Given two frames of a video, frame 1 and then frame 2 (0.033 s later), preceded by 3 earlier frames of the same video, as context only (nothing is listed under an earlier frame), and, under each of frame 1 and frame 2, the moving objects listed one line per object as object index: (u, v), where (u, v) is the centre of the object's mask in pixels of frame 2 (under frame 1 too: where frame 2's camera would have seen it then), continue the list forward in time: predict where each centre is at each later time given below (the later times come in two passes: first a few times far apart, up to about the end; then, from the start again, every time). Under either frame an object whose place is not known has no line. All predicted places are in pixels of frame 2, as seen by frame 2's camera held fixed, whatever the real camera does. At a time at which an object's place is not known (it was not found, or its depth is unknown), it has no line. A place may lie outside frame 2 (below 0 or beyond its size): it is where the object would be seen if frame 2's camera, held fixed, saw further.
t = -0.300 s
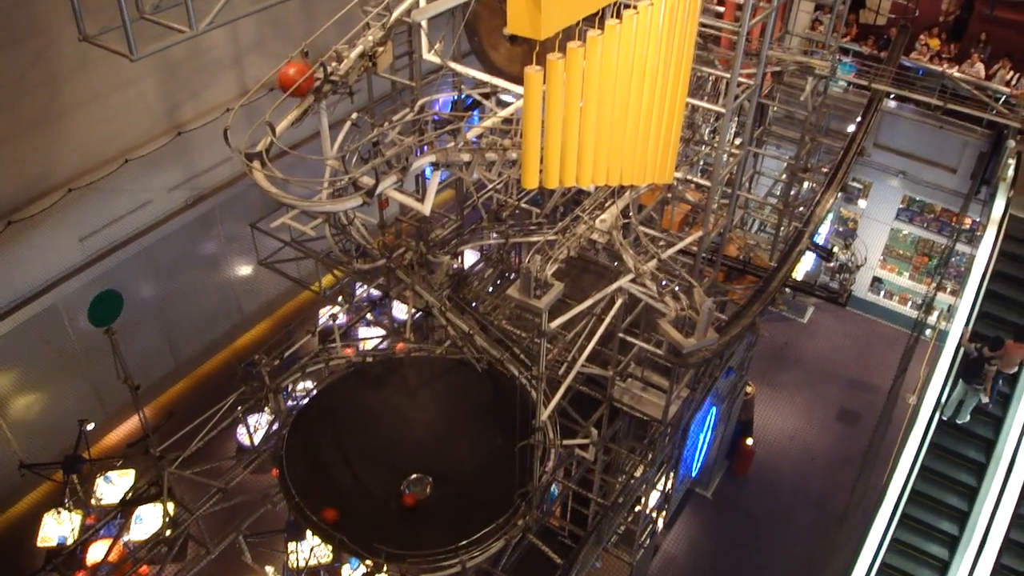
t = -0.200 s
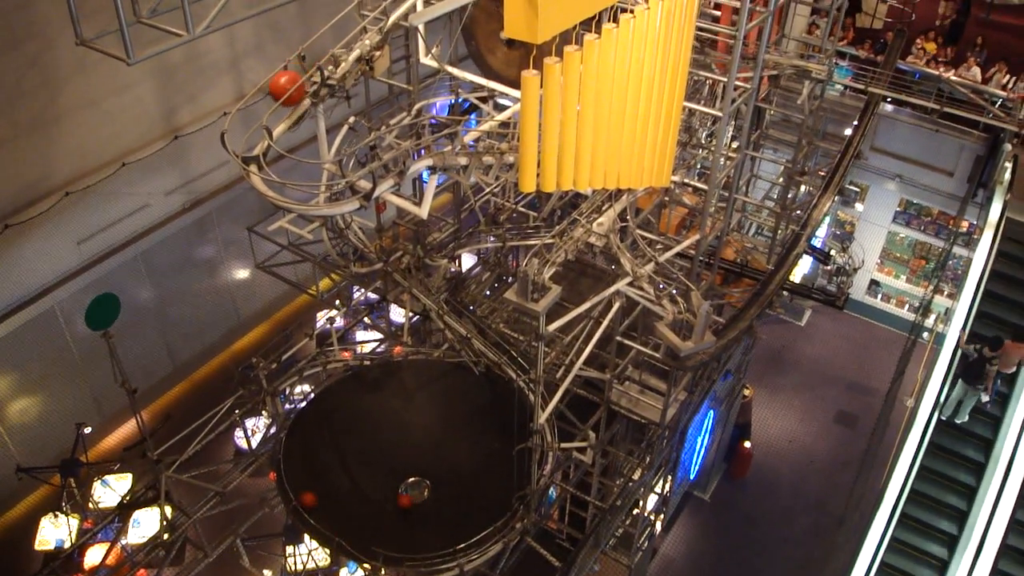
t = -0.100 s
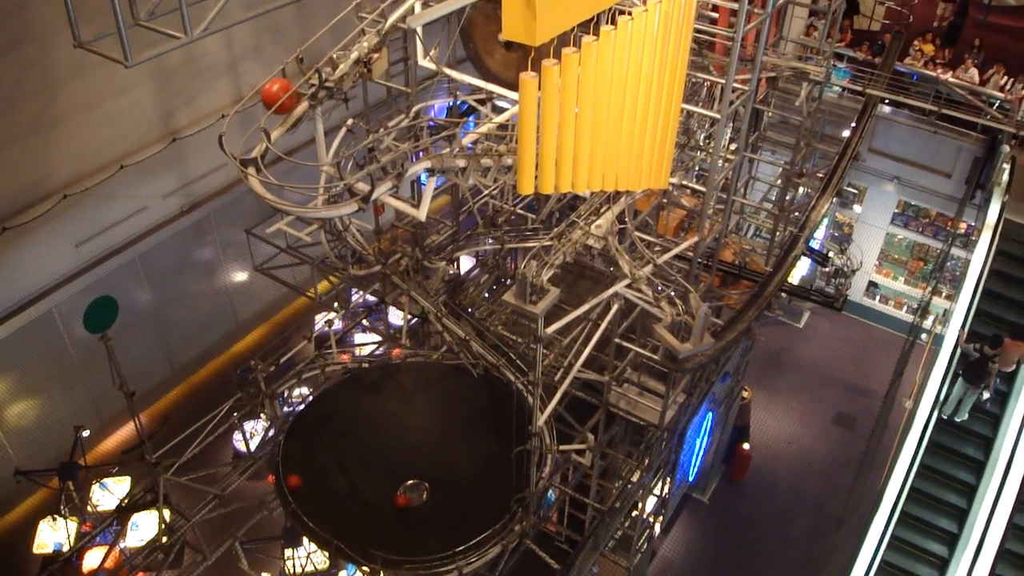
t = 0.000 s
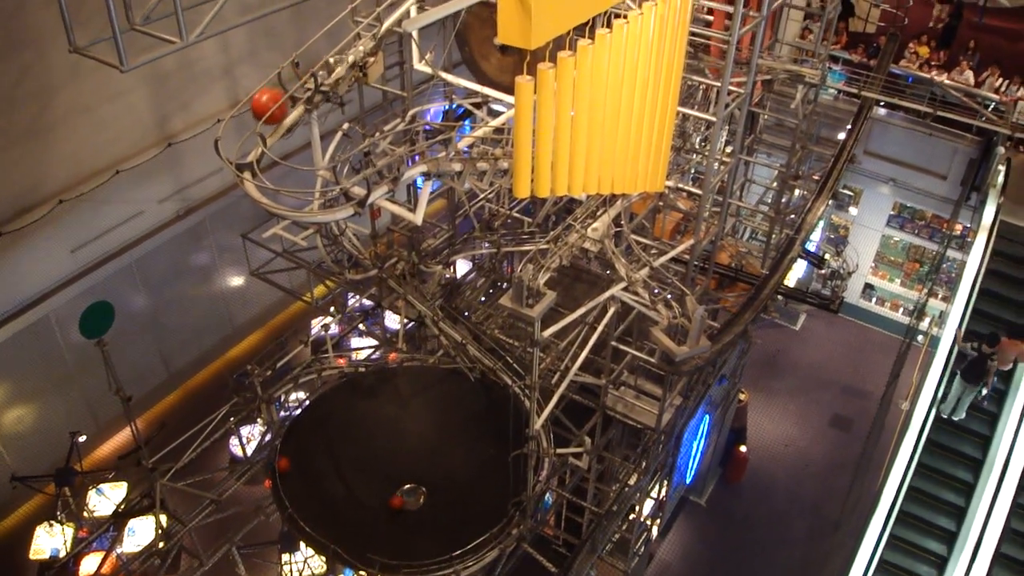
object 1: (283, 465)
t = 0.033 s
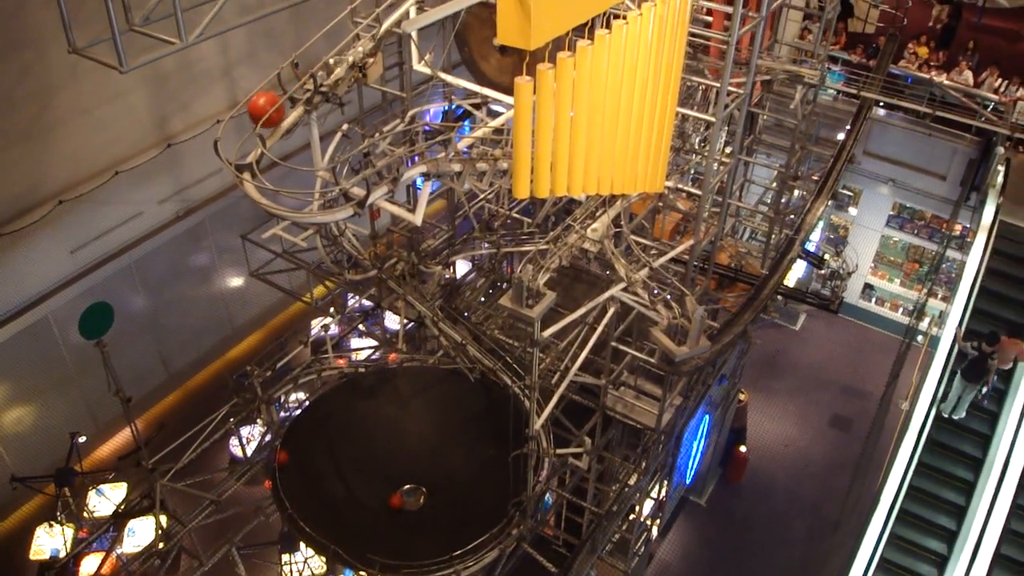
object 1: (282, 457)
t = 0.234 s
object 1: (301, 431)
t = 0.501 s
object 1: (346, 407)
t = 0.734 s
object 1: (398, 400)
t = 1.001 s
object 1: (457, 410)
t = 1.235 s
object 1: (496, 434)
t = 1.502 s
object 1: (515, 473)
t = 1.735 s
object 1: (506, 508)
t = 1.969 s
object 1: (473, 538)
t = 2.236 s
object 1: (418, 554)
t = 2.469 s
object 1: (368, 545)
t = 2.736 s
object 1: (330, 510)
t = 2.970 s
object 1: (325, 467)
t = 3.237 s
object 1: (347, 420)
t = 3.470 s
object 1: (381, 393)
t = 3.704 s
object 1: (421, 384)
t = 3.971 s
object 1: (462, 395)
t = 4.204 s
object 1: (487, 423)
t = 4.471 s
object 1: (496, 470)
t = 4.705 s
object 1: (478, 513)
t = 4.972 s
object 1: (430, 544)
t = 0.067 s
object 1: (283, 451)
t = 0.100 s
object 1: (285, 446)
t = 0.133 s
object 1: (288, 442)
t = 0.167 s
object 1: (291, 439)
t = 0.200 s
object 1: (296, 435)
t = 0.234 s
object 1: (301, 431)
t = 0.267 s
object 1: (306, 428)
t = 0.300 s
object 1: (311, 424)
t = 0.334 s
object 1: (316, 422)
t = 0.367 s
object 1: (321, 418)
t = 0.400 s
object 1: (327, 415)
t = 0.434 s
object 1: (335, 412)
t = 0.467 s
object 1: (340, 410)
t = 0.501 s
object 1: (346, 407)
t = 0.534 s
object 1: (353, 406)
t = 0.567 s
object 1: (361, 403)
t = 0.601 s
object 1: (368, 402)
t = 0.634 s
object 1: (376, 401)
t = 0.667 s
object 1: (383, 401)
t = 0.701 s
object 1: (390, 401)
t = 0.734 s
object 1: (398, 400)
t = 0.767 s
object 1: (406, 400)
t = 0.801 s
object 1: (413, 401)
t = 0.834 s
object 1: (421, 402)
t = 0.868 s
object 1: (428, 402)
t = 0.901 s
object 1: (436, 404)
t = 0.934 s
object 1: (443, 406)
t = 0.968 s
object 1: (450, 408)
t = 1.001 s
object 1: (457, 410)
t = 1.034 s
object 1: (464, 413)
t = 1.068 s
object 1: (469, 416)
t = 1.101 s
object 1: (475, 419)
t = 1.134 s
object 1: (481, 423)
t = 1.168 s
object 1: (487, 426)
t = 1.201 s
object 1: (491, 430)
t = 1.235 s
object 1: (496, 434)
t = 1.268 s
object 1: (501, 439)
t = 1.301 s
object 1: (504, 443)
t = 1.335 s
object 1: (507, 448)
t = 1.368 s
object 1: (510, 452)
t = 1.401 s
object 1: (513, 458)
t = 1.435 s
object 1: (514, 463)
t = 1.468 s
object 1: (515, 468)
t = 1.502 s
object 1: (515, 473)
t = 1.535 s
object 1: (515, 478)
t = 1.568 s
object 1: (515, 484)
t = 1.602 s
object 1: (515, 489)
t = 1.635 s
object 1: (514, 493)
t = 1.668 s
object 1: (512, 498)
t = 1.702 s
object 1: (509, 503)
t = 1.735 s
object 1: (506, 508)
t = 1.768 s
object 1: (502, 513)
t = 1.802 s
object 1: (498, 518)
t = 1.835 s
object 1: (494, 522)
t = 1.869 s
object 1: (489, 527)
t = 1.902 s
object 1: (484, 531)
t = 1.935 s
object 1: (478, 535)
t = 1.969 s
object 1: (473, 538)
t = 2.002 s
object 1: (466, 542)
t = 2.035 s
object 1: (460, 544)
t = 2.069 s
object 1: (454, 547)
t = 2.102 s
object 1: (446, 549)
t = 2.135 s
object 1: (439, 551)
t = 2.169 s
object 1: (432, 553)
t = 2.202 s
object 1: (425, 553)
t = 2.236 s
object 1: (418, 554)
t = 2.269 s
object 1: (410, 555)
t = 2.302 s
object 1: (402, 554)
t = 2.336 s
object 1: (395, 553)
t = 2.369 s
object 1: (387, 552)
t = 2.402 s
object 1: (380, 549)
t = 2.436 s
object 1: (375, 548)
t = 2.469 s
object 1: (368, 545)
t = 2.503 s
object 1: (361, 543)
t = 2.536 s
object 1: (356, 539)
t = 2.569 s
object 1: (350, 535)
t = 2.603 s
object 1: (345, 531)
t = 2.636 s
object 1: (340, 526)
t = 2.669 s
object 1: (336, 521)
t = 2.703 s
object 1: (333, 516)
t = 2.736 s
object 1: (330, 510)
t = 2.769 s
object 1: (327, 504)
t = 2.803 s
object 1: (325, 498)
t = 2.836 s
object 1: (324, 492)
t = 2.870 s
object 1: (323, 486)
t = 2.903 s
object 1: (323, 480)
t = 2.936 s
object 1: (323, 473)
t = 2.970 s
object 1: (325, 467)
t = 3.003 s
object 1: (326, 460)
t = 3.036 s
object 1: (328, 454)
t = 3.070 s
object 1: (330, 447)
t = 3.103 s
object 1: (332, 441)
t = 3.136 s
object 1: (336, 435)
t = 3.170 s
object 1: (339, 430)
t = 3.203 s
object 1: (343, 425)
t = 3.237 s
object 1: (347, 420)
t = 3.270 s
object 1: (351, 415)
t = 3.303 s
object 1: (355, 410)
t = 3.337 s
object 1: (360, 406)
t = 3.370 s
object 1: (365, 403)
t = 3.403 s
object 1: (370, 399)
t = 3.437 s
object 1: (376, 397)
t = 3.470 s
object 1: (381, 393)
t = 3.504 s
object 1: (386, 391)
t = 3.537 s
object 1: (392, 389)
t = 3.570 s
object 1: (397, 388)
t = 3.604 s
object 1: (403, 386)
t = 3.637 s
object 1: (409, 385)
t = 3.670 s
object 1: (415, 385)
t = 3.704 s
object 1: (421, 384)
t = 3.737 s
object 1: (426, 384)
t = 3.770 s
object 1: (431, 385)
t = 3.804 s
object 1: (437, 386)
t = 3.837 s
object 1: (442, 387)
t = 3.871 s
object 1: (447, 388)
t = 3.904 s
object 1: (452, 390)
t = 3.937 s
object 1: (457, 392)
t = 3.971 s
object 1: (462, 395)
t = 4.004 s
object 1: (466, 398)
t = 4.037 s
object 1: (470, 402)
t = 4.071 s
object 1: (474, 405)
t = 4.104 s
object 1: (478, 409)
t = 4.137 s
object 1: (482, 413)
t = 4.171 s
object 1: (485, 418)
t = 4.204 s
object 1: (487, 423)
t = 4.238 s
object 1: (490, 428)
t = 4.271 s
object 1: (492, 434)
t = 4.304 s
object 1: (494, 439)
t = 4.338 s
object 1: (496, 445)
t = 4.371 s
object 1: (497, 450)
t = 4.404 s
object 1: (497, 457)
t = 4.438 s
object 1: (497, 464)
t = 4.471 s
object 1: (496, 470)
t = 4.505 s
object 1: (495, 476)
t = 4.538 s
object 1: (494, 482)
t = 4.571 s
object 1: (492, 488)
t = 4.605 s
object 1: (489, 495)
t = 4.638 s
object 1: (485, 501)
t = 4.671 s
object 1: (482, 507)
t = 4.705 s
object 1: (478, 513)
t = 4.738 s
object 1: (473, 518)
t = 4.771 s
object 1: (468, 522)
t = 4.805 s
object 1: (462, 527)
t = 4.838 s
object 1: (456, 532)
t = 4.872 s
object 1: (450, 535)
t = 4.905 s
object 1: (443, 539)
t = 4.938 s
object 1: (436, 542)
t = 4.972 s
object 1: (430, 544)
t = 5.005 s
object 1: (423, 545)
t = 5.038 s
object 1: (415, 547)
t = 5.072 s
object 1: (409, 547)
